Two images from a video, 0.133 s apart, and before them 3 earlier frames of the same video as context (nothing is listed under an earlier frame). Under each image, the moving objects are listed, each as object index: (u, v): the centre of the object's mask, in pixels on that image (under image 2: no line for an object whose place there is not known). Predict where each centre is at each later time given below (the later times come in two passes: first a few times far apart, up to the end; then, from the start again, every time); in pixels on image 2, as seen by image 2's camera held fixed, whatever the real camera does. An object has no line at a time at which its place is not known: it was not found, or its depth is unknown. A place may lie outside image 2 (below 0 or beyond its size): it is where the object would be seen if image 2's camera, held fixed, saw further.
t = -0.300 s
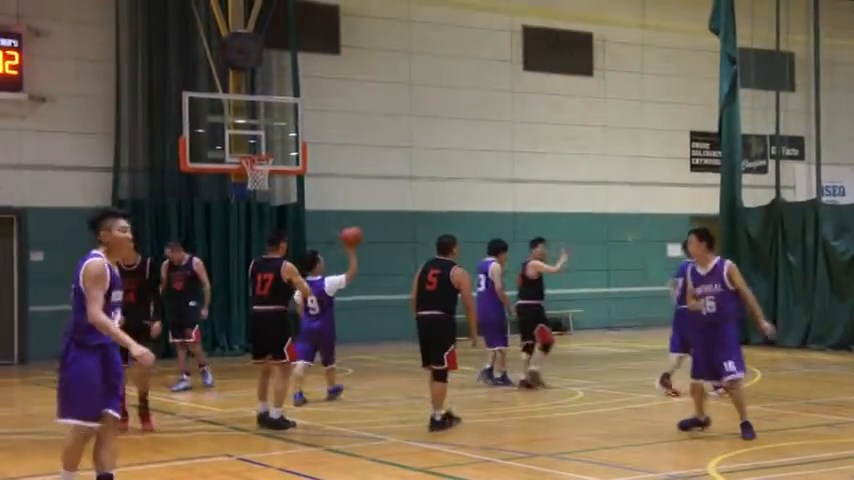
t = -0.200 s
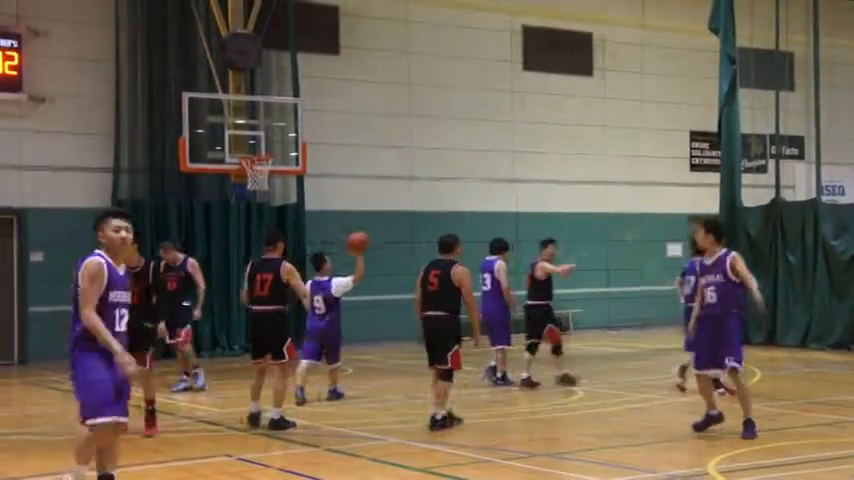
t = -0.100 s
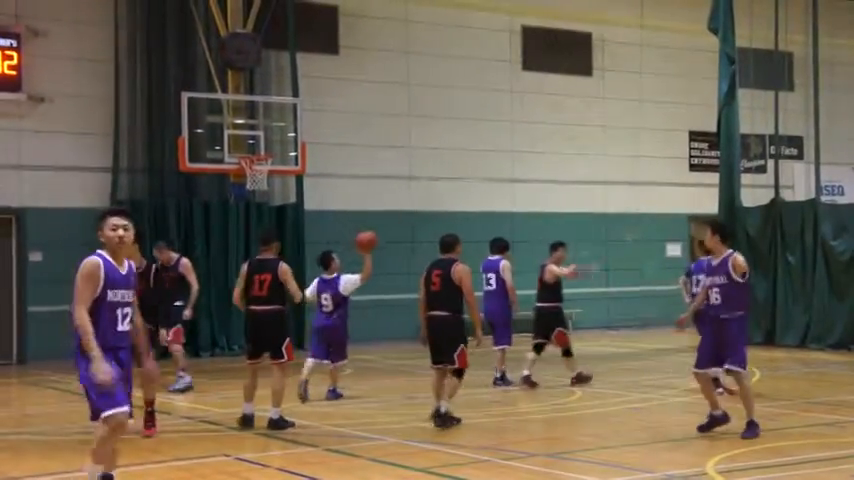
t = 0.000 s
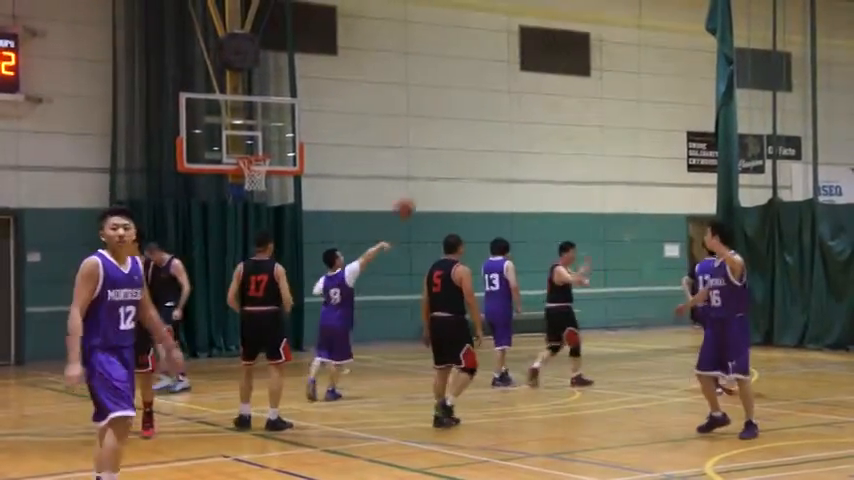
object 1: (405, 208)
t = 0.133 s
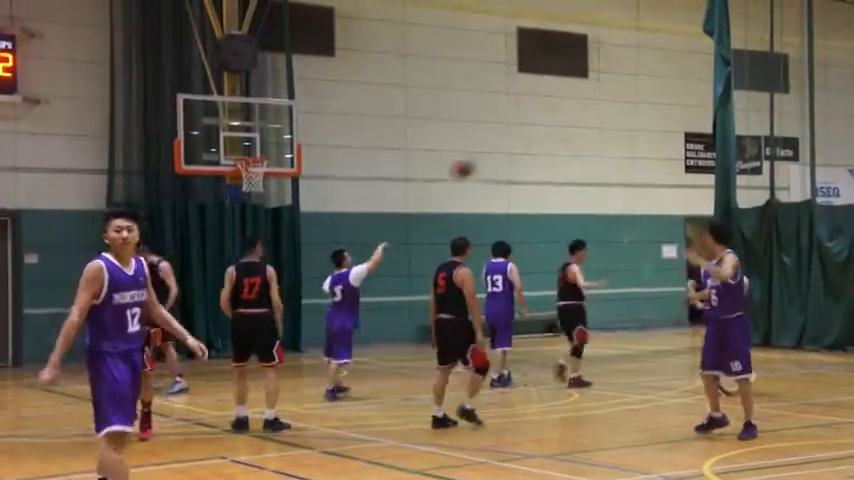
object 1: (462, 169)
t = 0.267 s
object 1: (520, 144)
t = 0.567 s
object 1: (643, 144)
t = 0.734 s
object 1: (708, 174)
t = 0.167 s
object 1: (477, 160)
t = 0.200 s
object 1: (491, 154)
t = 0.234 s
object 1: (506, 148)
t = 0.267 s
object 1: (520, 144)
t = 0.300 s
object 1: (534, 141)
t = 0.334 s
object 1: (548, 138)
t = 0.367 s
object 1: (563, 136)
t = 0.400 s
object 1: (576, 135)
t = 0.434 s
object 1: (590, 135)
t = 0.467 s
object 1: (603, 136)
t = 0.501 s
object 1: (617, 139)
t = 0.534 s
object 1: (630, 141)
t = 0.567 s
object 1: (643, 144)
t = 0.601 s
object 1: (656, 149)
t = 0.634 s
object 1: (668, 154)
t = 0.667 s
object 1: (683, 159)
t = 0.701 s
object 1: (695, 166)
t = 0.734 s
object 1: (708, 174)
